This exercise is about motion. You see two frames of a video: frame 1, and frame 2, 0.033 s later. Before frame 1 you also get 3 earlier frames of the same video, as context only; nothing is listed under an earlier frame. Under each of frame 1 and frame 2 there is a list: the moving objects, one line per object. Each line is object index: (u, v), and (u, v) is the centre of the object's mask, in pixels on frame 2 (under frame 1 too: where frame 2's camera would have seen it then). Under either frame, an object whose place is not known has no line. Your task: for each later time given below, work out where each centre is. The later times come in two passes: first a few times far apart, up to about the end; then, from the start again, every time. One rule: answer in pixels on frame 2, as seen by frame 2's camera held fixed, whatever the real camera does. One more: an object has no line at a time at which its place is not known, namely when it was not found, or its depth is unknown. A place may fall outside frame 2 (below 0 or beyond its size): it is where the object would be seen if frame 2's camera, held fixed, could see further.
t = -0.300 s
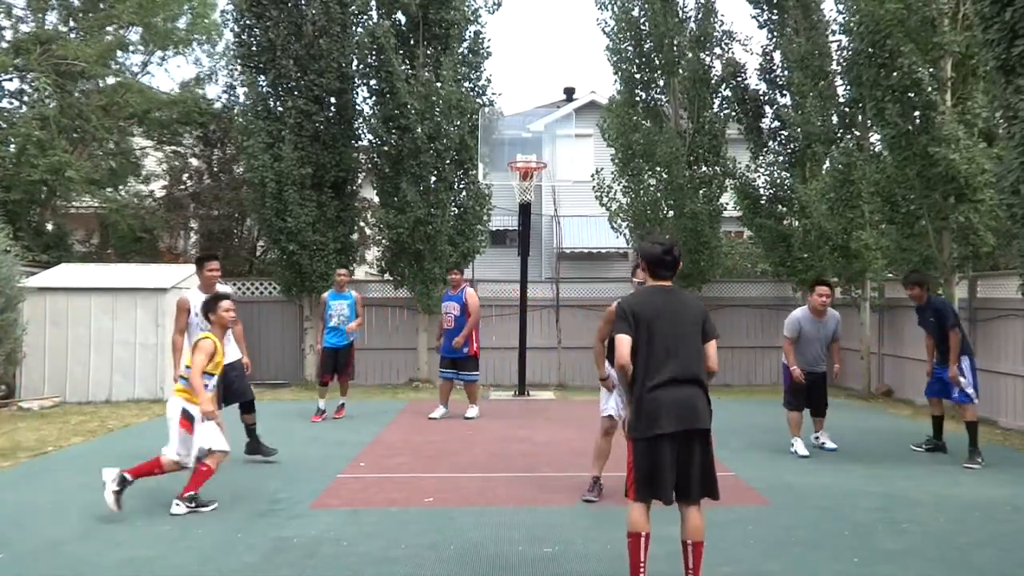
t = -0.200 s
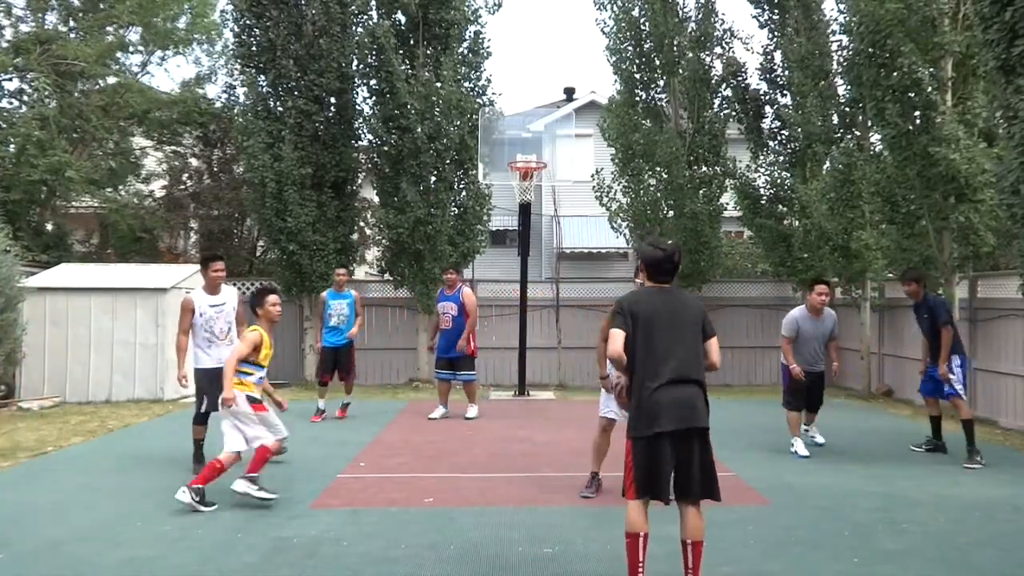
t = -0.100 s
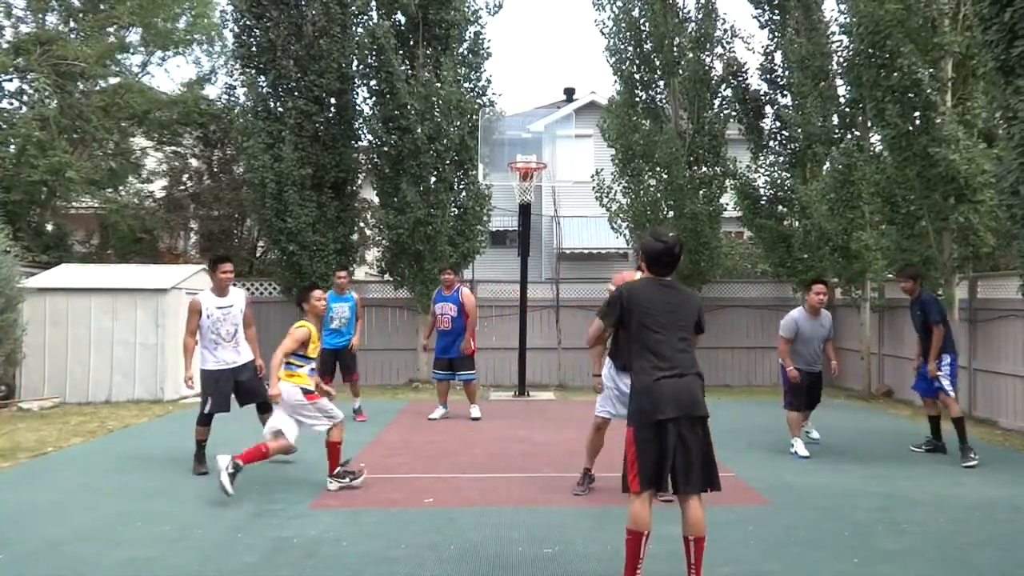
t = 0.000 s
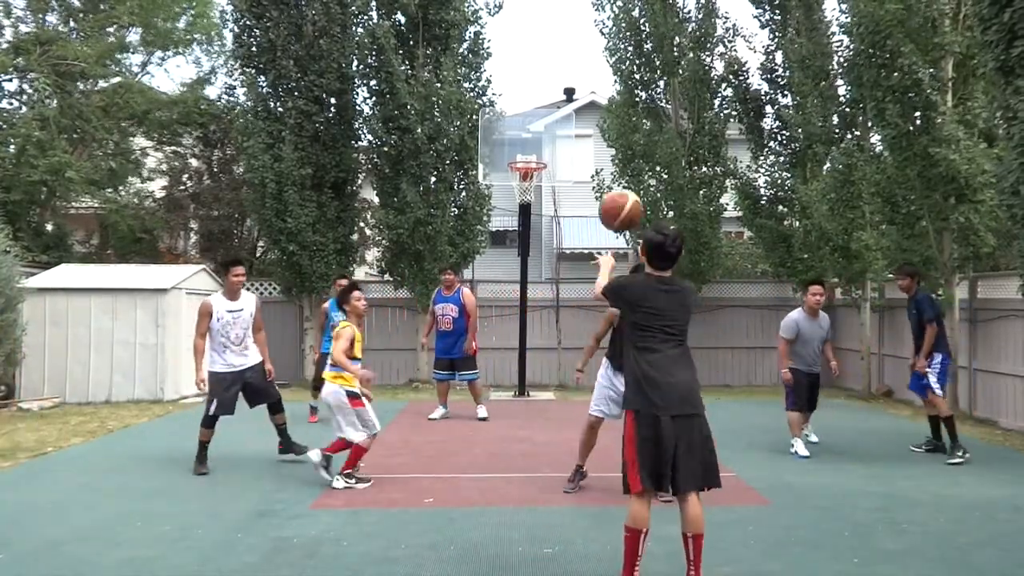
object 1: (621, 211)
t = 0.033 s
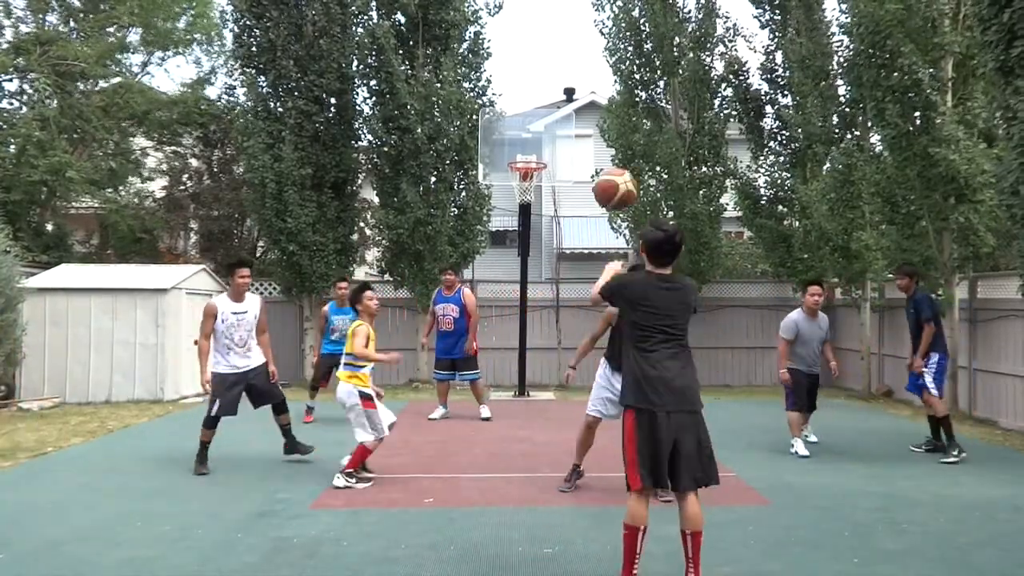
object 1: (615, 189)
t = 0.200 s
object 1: (594, 123)
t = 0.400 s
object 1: (574, 110)
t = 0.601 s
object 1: (560, 146)
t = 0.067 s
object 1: (611, 171)
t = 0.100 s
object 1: (607, 155)
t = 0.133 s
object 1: (602, 142)
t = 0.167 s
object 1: (598, 132)
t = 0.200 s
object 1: (594, 123)
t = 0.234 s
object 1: (590, 117)
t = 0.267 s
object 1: (586, 112)
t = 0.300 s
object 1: (583, 109)
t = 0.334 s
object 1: (580, 108)
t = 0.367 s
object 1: (578, 108)
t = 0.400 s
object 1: (574, 110)
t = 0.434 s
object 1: (572, 113)
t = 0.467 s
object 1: (570, 118)
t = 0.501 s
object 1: (567, 123)
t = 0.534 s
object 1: (564, 129)
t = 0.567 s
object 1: (562, 138)
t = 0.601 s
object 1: (560, 146)
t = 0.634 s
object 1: (558, 156)
